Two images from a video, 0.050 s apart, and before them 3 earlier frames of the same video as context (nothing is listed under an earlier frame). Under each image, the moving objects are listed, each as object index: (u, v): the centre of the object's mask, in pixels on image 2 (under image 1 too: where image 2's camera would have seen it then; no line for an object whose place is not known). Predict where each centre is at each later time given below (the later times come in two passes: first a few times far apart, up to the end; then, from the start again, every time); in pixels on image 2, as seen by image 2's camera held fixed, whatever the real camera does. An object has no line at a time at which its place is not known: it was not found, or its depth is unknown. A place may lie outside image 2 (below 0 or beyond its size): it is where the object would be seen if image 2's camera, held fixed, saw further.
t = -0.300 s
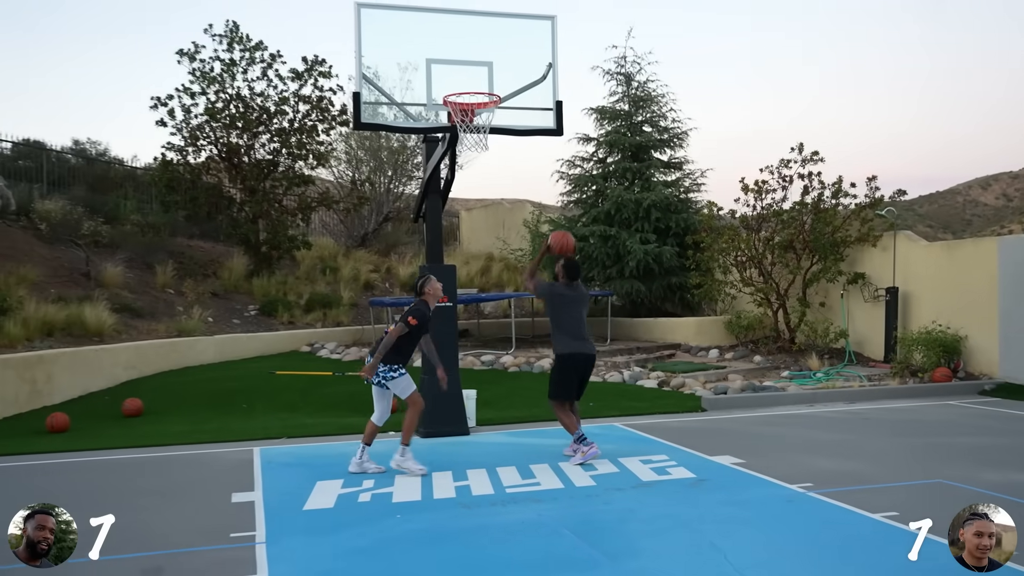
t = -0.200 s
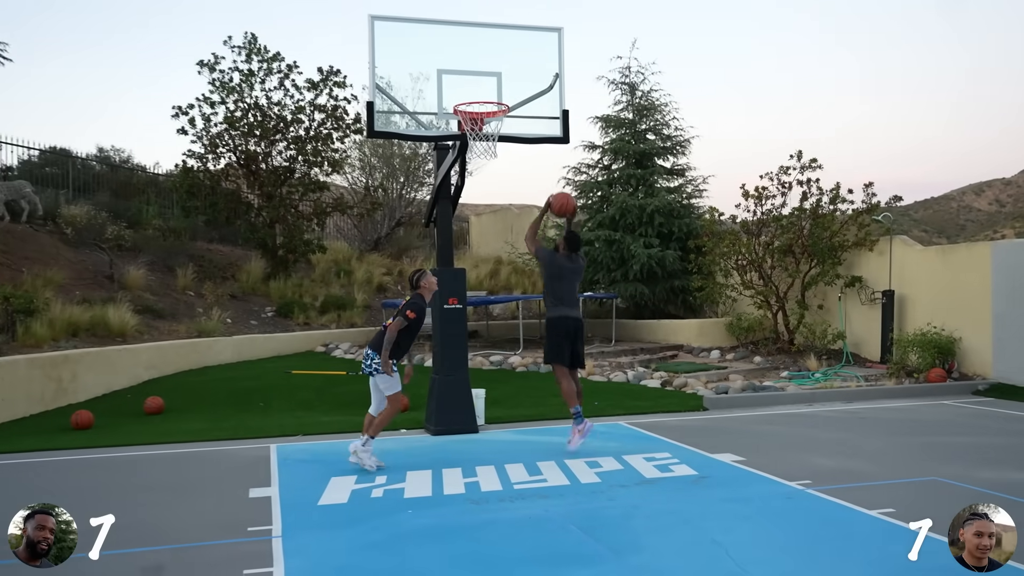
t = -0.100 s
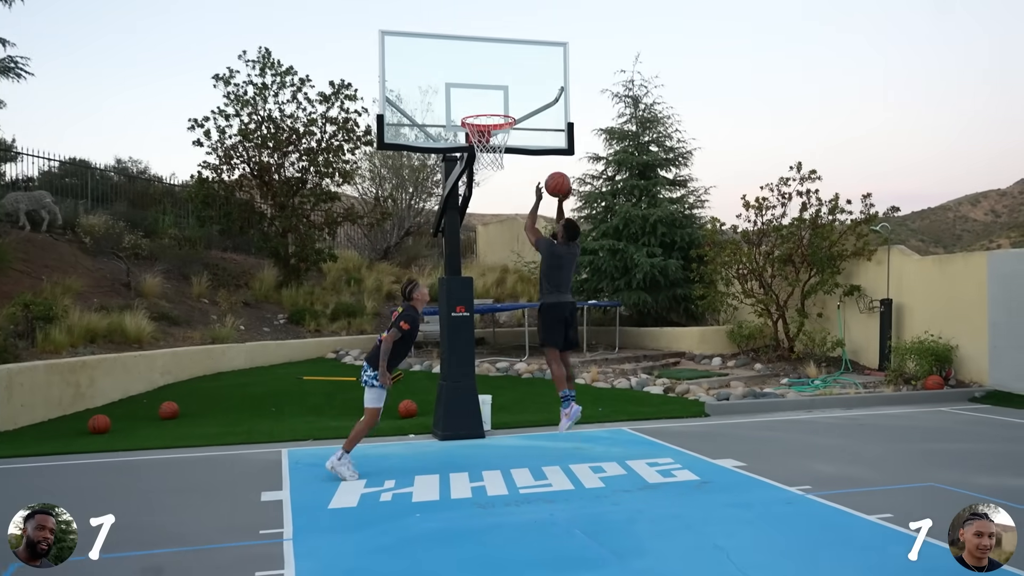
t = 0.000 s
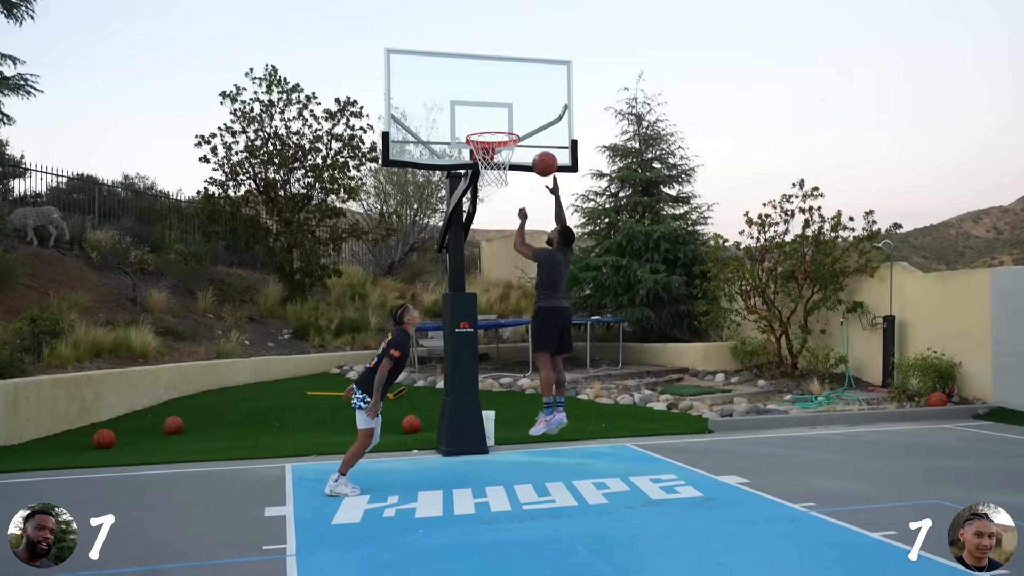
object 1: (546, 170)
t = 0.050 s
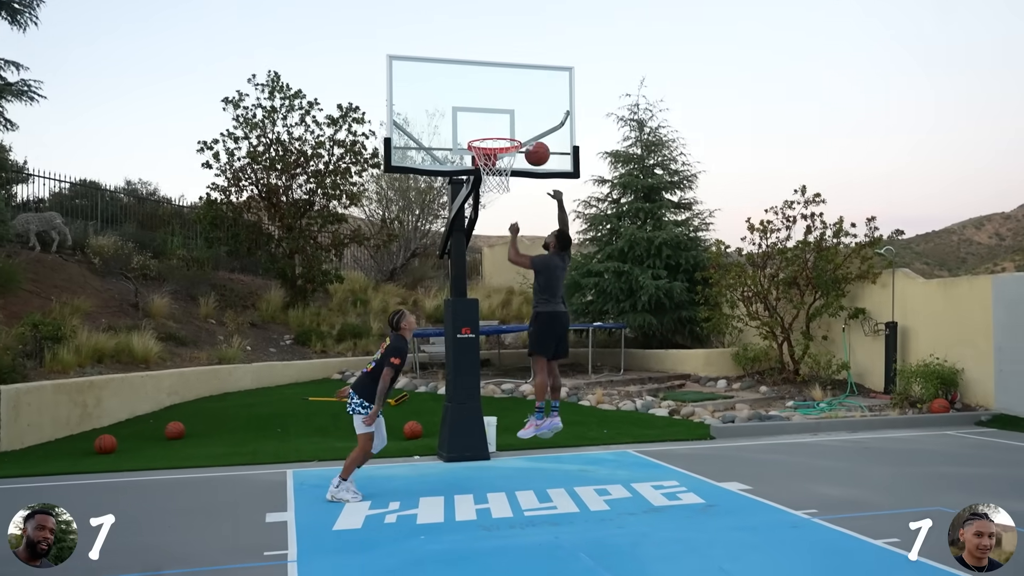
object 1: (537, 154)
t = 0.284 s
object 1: (511, 118)
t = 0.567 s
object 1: (502, 156)
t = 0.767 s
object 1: (492, 224)
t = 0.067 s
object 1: (534, 149)
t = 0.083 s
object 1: (531, 144)
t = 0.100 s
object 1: (529, 140)
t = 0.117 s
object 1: (525, 136)
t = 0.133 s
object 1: (522, 132)
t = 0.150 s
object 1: (519, 129)
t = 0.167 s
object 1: (516, 126)
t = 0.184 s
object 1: (515, 124)
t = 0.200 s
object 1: (515, 123)
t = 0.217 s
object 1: (514, 121)
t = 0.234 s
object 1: (513, 120)
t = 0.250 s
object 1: (513, 119)
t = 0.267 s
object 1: (512, 118)
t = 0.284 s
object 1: (511, 118)
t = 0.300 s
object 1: (511, 118)
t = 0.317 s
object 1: (510, 118)
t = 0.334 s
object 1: (509, 119)
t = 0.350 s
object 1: (509, 119)
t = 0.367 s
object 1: (508, 121)
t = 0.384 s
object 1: (508, 122)
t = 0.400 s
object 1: (507, 123)
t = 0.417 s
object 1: (507, 125)
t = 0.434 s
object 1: (506, 127)
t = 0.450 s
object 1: (505, 129)
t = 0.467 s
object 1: (505, 130)
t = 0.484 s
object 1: (504, 136)
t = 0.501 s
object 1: (504, 140)
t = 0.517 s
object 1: (503, 144)
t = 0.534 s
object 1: (503, 148)
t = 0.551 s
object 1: (502, 152)
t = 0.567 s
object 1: (502, 156)
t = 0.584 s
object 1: (500, 161)
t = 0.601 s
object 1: (498, 165)
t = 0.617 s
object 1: (499, 171)
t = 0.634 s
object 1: (497, 175)
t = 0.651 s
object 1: (497, 180)
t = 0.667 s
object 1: (497, 188)
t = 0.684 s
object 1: (496, 192)
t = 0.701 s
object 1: (495, 198)
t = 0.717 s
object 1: (494, 204)
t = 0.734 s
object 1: (494, 210)
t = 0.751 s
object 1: (493, 217)
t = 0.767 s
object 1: (492, 224)
